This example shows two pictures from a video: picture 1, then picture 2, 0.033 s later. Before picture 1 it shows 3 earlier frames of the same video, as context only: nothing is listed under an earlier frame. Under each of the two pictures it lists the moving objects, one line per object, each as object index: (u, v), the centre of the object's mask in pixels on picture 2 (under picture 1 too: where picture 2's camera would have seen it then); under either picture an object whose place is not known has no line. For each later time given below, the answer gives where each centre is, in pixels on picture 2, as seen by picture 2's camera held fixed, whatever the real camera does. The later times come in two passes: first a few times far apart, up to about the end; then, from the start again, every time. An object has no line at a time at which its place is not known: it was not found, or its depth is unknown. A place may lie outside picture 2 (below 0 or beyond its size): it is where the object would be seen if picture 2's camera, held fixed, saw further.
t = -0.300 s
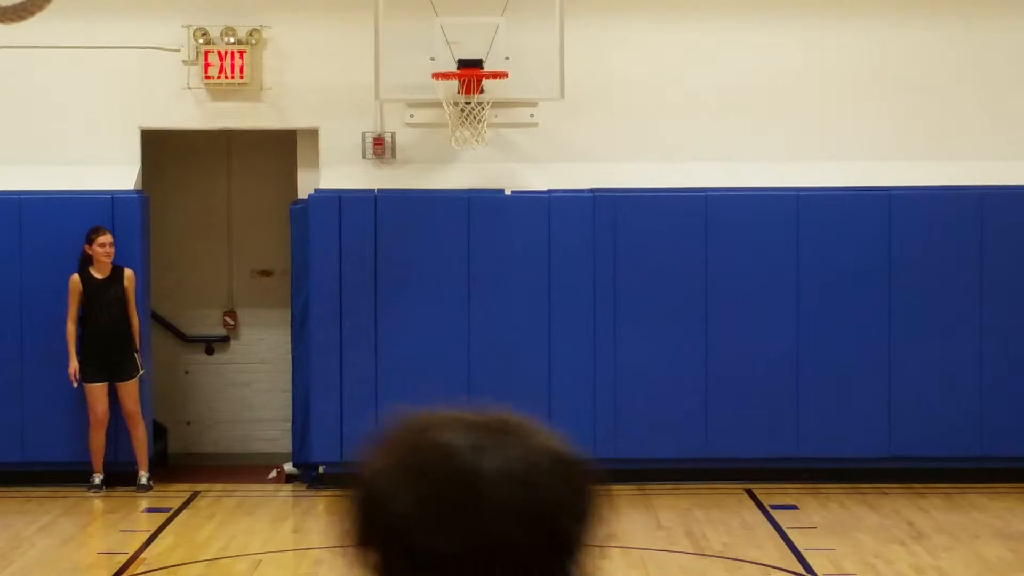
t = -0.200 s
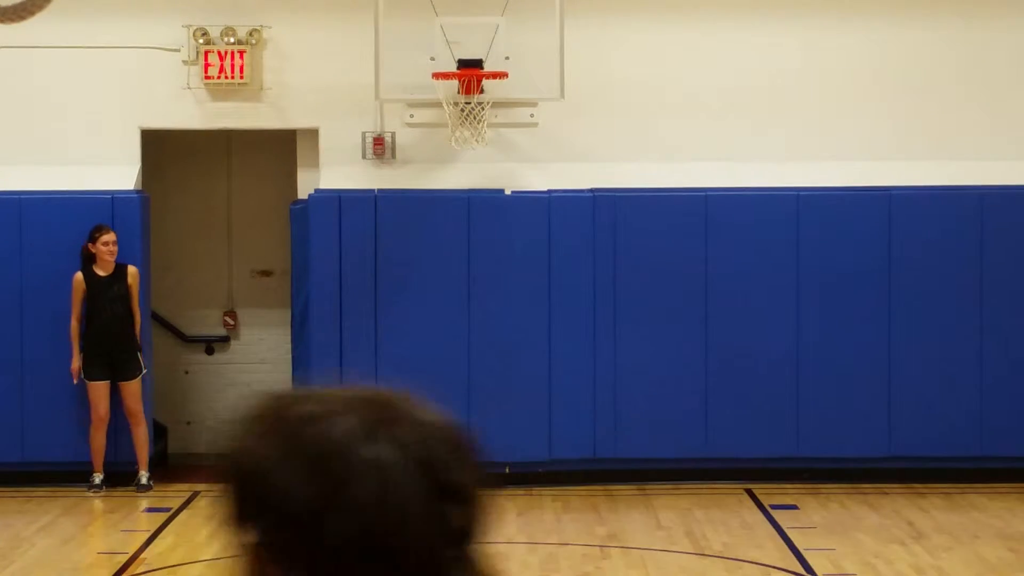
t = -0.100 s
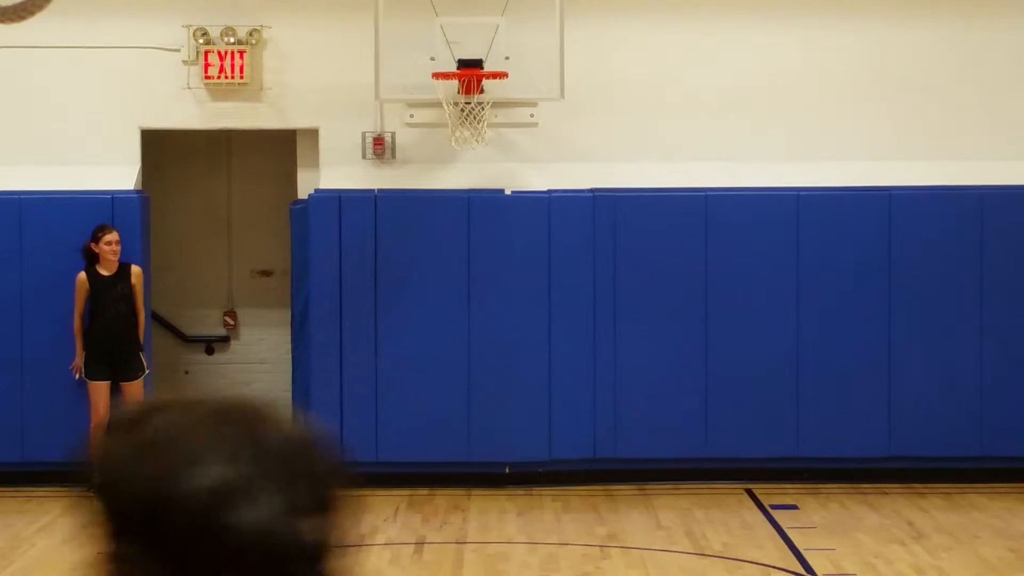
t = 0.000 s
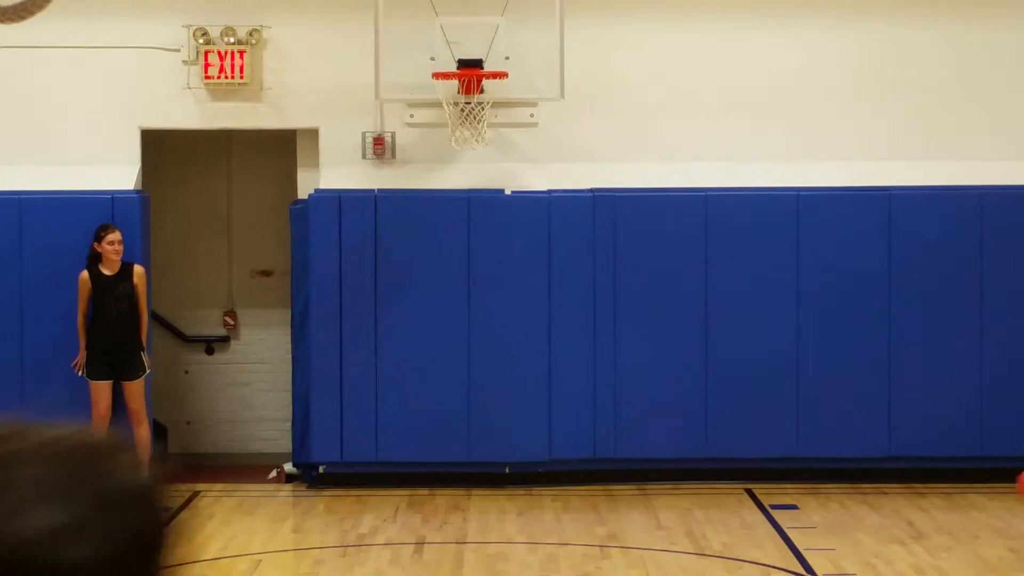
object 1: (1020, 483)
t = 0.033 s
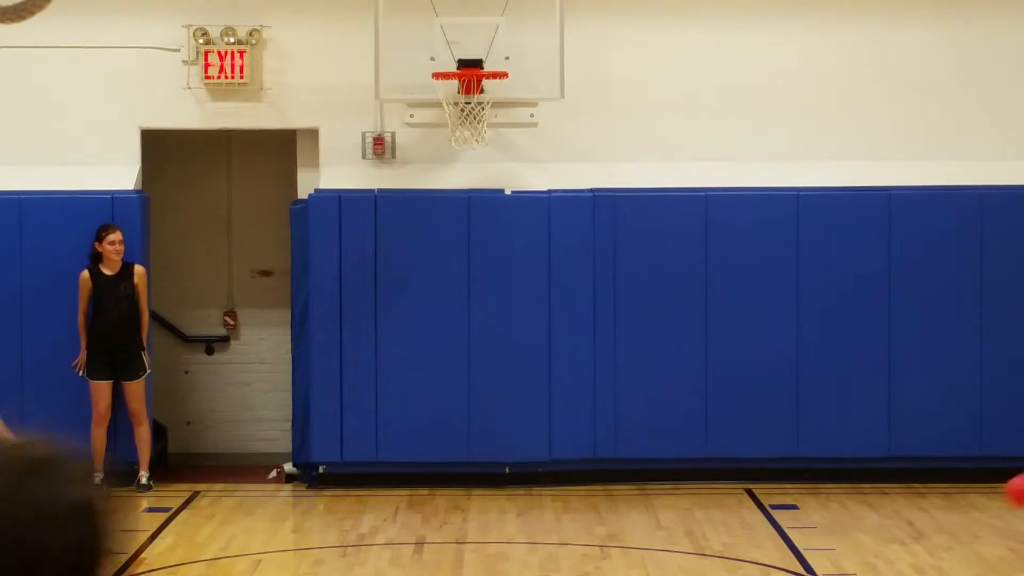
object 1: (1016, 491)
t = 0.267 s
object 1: (934, 486)
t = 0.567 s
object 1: (834, 495)
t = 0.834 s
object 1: (753, 470)
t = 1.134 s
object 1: (668, 483)
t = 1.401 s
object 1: (603, 478)
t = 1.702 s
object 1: (534, 466)
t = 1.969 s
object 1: (476, 465)
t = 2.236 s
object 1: (421, 470)
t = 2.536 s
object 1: (382, 473)
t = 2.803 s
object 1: (352, 476)
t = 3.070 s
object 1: (323, 479)
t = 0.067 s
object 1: (1008, 500)
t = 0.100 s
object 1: (995, 512)
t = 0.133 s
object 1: (982, 525)
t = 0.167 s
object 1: (970, 518)
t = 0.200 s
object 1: (958, 505)
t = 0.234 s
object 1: (946, 495)
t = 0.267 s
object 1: (934, 486)
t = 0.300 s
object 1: (922, 480)
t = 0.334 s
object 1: (911, 476)
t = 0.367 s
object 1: (900, 473)
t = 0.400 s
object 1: (889, 473)
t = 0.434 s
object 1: (878, 474)
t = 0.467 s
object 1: (868, 476)
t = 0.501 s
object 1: (856, 480)
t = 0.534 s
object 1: (845, 487)
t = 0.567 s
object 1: (834, 495)
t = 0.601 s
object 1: (822, 505)
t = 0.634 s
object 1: (812, 508)
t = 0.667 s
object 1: (801, 497)
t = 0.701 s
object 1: (792, 488)
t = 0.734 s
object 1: (782, 480)
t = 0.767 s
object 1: (772, 475)
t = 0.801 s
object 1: (762, 471)
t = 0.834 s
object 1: (753, 470)
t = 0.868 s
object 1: (743, 470)
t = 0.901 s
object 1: (733, 471)
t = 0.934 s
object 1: (724, 474)
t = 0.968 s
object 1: (715, 478)
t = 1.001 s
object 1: (705, 484)
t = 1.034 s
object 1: (696, 493)
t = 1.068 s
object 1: (686, 500)
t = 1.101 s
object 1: (677, 492)
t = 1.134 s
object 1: (668, 483)
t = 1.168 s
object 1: (660, 477)
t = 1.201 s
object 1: (652, 473)
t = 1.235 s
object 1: (644, 470)
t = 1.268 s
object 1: (636, 469)
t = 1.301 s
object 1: (628, 469)
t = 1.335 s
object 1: (620, 470)
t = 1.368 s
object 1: (612, 473)
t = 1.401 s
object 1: (603, 478)
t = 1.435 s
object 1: (596, 486)
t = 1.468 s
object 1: (587, 492)
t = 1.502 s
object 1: (579, 485)
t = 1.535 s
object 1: (571, 477)
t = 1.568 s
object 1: (564, 472)
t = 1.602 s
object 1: (557, 468)
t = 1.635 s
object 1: (549, 466)
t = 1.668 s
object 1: (541, 465)
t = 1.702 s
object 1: (534, 466)
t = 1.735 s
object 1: (526, 469)
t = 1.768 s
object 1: (519, 474)
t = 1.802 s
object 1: (512, 479)
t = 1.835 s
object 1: (504, 485)
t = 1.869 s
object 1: (497, 480)
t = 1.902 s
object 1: (490, 474)
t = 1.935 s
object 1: (483, 469)
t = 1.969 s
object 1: (476, 465)
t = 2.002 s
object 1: (469, 464)
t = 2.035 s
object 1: (462, 464)
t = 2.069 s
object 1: (455, 465)
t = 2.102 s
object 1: (448, 469)
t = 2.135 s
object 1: (441, 474)
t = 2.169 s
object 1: (434, 478)
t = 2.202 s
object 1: (428, 476)
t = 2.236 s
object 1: (421, 470)
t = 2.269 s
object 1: (415, 465)
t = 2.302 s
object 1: (411, 464)
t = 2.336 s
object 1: (407, 465)
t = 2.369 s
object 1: (402, 468)
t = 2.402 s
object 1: (398, 472)
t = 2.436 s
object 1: (394, 477)
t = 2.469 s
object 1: (390, 480)
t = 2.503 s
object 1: (386, 477)
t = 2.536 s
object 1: (382, 473)
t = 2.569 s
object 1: (378, 472)
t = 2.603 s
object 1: (374, 471)
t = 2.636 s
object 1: (370, 473)
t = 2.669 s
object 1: (367, 475)
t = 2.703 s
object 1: (363, 479)
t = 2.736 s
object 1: (359, 483)
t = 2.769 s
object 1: (356, 480)
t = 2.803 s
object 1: (352, 476)
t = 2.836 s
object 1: (348, 475)
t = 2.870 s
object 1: (345, 475)
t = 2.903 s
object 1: (341, 476)
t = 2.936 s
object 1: (338, 478)
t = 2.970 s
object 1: (334, 483)
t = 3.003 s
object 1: (330, 485)
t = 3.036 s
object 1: (327, 482)
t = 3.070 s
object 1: (323, 479)
